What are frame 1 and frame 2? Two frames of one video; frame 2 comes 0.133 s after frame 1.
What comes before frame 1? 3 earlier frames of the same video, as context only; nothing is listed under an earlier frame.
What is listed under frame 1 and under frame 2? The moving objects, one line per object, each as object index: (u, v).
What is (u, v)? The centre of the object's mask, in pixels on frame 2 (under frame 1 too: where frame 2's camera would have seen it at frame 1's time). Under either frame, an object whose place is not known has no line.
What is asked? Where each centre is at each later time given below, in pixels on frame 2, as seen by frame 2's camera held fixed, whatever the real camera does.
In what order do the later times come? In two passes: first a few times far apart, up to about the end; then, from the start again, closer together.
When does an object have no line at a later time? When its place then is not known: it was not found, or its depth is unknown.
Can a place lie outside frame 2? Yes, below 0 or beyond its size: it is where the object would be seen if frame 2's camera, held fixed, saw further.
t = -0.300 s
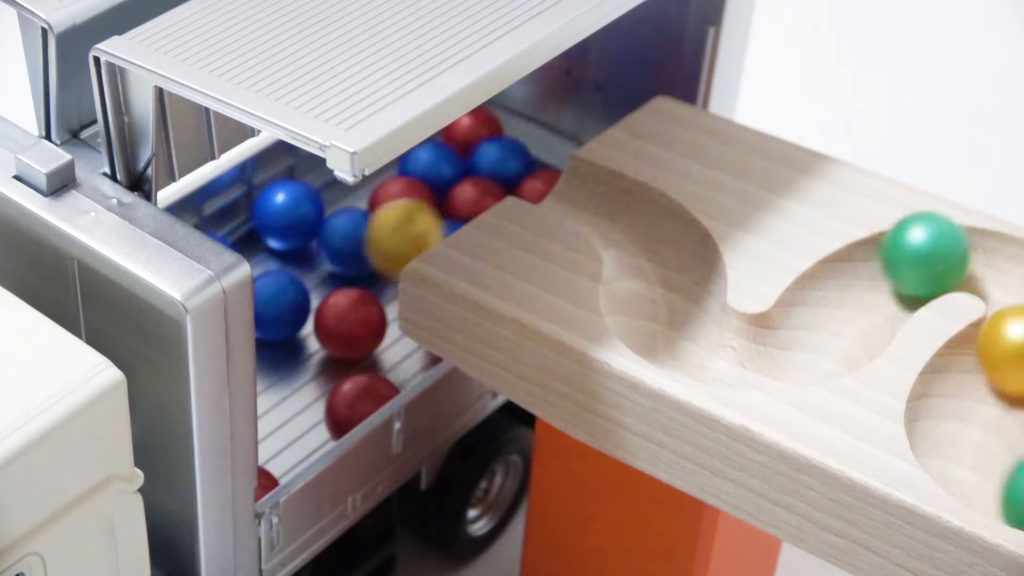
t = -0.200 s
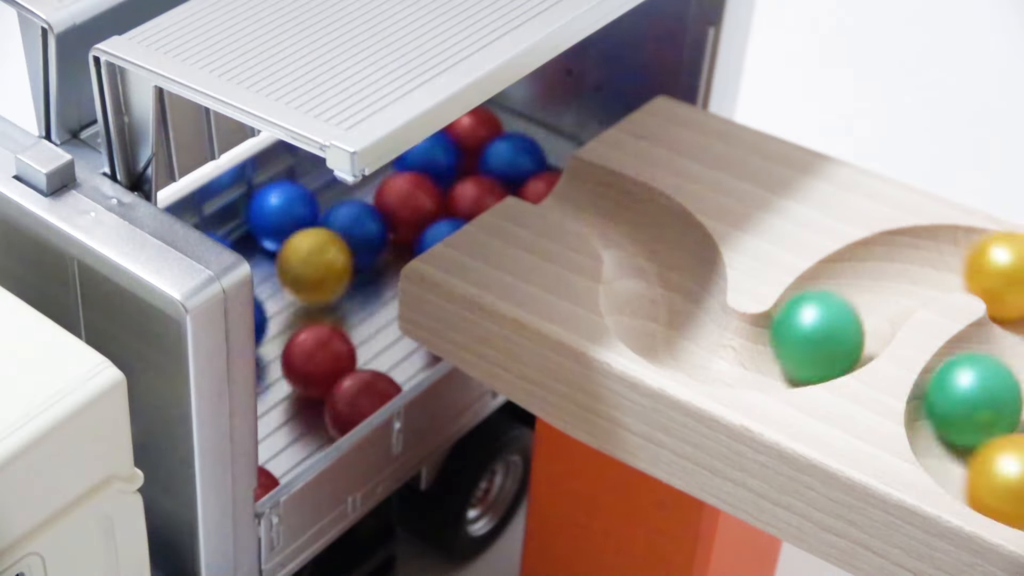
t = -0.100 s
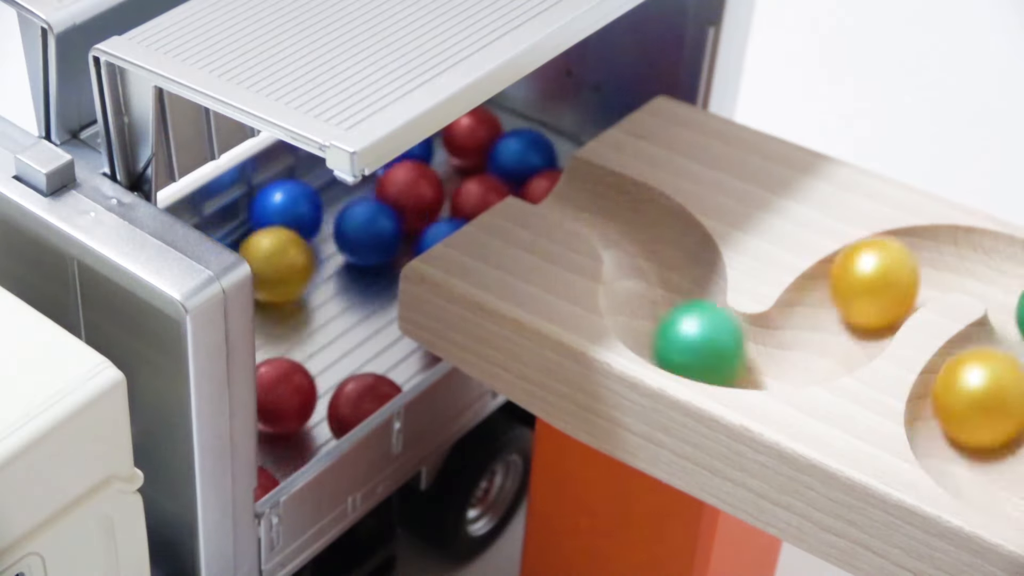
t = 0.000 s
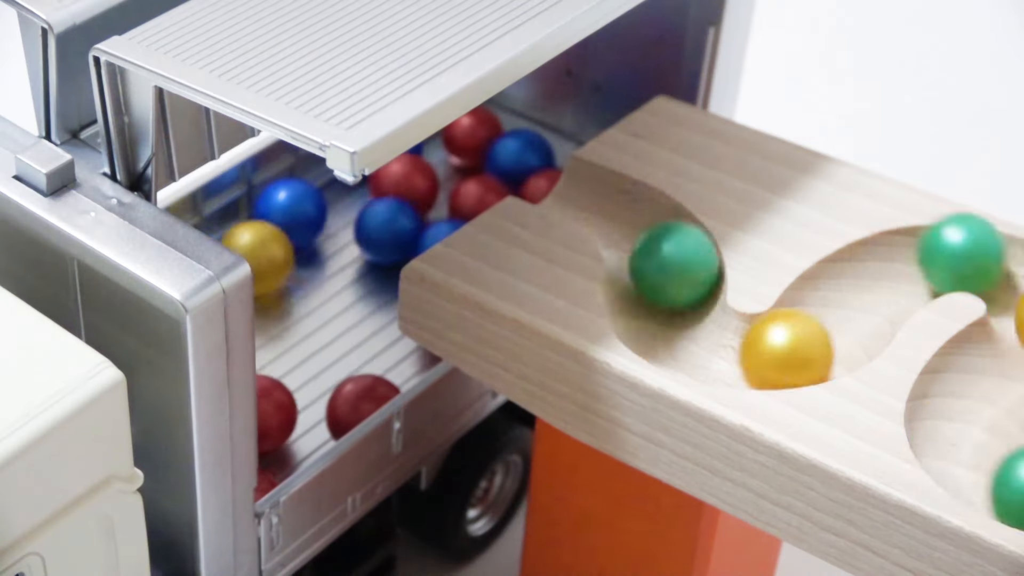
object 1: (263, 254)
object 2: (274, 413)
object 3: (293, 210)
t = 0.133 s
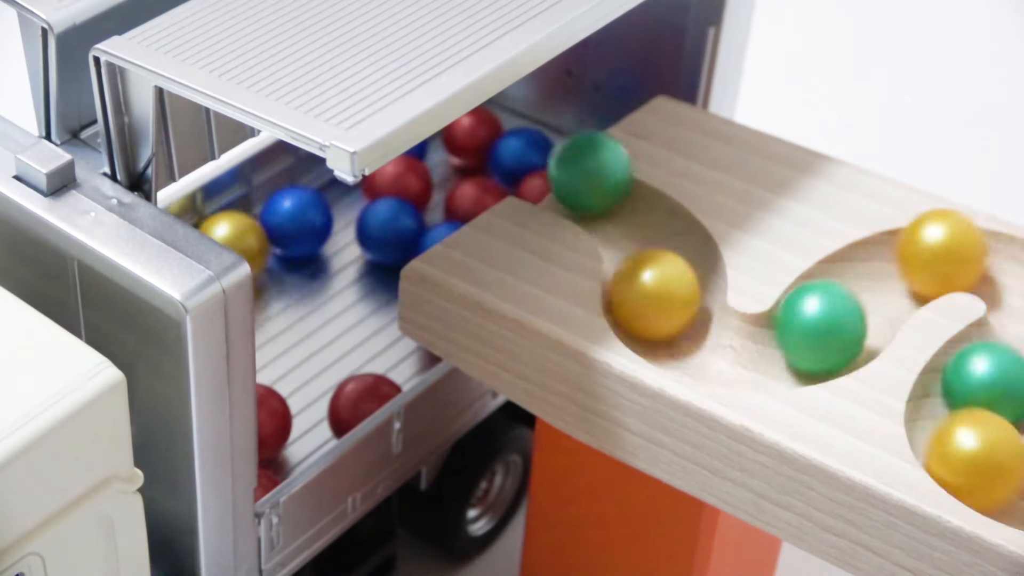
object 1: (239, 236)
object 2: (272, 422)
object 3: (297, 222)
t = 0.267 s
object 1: (241, 237)
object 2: (270, 420)
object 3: (298, 223)
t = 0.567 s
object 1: (251, 236)
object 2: (267, 416)
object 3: (306, 221)
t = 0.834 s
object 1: (267, 246)
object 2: (268, 417)
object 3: (310, 216)
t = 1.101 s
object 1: (275, 250)
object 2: (280, 426)
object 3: (305, 208)
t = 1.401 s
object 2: (287, 426)
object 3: (299, 204)
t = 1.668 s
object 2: (277, 438)
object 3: (299, 204)
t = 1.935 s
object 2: (275, 437)
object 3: (298, 206)
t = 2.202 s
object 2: (275, 437)
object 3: (294, 209)
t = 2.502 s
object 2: (277, 438)
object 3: (305, 200)
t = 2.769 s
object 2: (277, 445)
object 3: (323, 192)
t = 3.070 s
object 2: (277, 440)
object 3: (314, 187)
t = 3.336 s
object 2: (277, 442)
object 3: (309, 185)
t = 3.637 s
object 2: (279, 444)
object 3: (313, 191)
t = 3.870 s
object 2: (283, 447)
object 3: (310, 173)
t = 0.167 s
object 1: (238, 236)
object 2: (272, 422)
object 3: (297, 223)
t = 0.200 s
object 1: (238, 236)
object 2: (271, 422)
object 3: (297, 223)
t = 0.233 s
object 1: (239, 236)
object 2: (271, 421)
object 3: (297, 223)
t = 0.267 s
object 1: (241, 237)
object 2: (270, 420)
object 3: (298, 223)
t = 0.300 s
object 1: (242, 238)
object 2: (270, 420)
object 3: (298, 223)
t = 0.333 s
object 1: (243, 239)
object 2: (269, 419)
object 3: (299, 223)
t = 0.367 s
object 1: (245, 240)
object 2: (269, 419)
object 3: (300, 224)
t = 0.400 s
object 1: (246, 241)
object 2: (268, 418)
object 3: (301, 223)
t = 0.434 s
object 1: (248, 242)
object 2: (268, 418)
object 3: (302, 223)
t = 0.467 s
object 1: (250, 243)
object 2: (268, 417)
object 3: (303, 222)
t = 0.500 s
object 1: (251, 245)
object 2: (267, 416)
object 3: (304, 222)
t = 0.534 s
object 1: (251, 240)
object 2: (267, 415)
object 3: (305, 222)
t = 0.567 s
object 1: (251, 236)
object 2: (267, 416)
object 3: (306, 221)
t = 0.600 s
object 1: (253, 235)
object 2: (266, 416)
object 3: (307, 220)
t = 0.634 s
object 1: (257, 238)
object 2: (266, 416)
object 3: (308, 220)
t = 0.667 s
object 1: (259, 243)
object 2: (266, 416)
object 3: (309, 219)
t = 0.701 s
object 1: (261, 243)
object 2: (266, 416)
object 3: (309, 219)
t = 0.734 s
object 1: (262, 244)
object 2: (266, 417)
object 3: (310, 218)
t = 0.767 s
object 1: (264, 245)
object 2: (267, 417)
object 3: (310, 217)
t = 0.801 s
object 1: (265, 245)
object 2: (267, 417)
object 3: (310, 217)
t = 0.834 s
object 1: (267, 246)
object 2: (268, 417)
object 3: (310, 216)
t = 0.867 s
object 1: (268, 247)
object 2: (268, 417)
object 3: (310, 215)
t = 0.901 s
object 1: (269, 248)
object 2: (269, 418)
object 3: (310, 214)
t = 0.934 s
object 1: (270, 248)
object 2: (269, 419)
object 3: (309, 213)
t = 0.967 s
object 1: (272, 250)
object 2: (269, 419)
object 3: (309, 212)
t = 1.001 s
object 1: (273, 251)
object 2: (269, 419)
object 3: (308, 211)
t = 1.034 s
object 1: (274, 251)
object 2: (271, 425)
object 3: (308, 210)
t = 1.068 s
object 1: (274, 251)
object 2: (275, 427)
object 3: (307, 209)
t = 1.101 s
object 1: (275, 250)
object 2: (280, 426)
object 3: (305, 208)
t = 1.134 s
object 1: (275, 250)
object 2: (285, 425)
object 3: (303, 206)
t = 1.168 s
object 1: (276, 250)
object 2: (289, 424)
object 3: (301, 205)
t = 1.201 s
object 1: (276, 249)
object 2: (289, 424)
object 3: (299, 204)
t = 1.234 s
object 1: (276, 248)
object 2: (289, 425)
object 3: (297, 203)
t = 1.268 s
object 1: (275, 247)
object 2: (289, 425)
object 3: (297, 205)
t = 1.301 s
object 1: (275, 246)
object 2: (289, 425)
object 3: (296, 204)
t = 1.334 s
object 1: (275, 246)
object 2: (288, 426)
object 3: (297, 205)
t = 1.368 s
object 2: (288, 426)
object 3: (299, 206)
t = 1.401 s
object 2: (287, 426)
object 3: (299, 204)
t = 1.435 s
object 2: (286, 426)
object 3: (301, 207)
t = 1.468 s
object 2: (283, 427)
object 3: (297, 204)
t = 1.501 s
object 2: (282, 429)
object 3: (295, 201)
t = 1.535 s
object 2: (281, 431)
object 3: (295, 201)
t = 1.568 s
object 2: (279, 433)
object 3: (296, 203)
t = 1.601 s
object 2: (279, 435)
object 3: (296, 203)
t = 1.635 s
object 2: (278, 436)
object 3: (298, 204)
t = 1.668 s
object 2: (277, 438)
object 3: (299, 204)
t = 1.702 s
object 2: (276, 438)
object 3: (301, 205)
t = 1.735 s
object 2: (276, 438)
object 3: (302, 205)
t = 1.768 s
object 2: (276, 439)
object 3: (302, 205)
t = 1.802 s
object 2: (277, 439)
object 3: (295, 200)
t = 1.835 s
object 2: (277, 439)
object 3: (295, 199)
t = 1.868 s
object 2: (276, 439)
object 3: (297, 204)
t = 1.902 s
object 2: (276, 438)
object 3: (299, 205)
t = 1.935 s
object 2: (275, 437)
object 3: (298, 206)
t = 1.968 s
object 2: (275, 436)
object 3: (298, 207)
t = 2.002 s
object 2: (275, 437)
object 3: (298, 208)
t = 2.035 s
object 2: (275, 436)
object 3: (296, 208)
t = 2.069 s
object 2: (275, 436)
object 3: (296, 209)
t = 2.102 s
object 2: (275, 436)
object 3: (296, 210)
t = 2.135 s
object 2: (275, 436)
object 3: (297, 210)
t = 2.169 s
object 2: (275, 437)
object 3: (296, 210)
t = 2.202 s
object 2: (275, 437)
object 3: (294, 209)
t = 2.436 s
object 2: (276, 437)
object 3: (304, 204)
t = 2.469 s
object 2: (276, 438)
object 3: (306, 203)
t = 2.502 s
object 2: (277, 438)
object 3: (305, 200)
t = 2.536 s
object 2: (277, 439)
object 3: (303, 185)
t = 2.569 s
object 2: (277, 440)
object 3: (307, 183)
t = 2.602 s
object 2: (278, 442)
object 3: (309, 185)
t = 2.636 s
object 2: (278, 442)
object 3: (315, 189)
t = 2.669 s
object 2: (278, 443)
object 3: (320, 197)
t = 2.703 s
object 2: (277, 443)
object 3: (322, 199)
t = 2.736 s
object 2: (277, 444)
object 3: (321, 192)
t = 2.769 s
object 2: (277, 445)
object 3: (323, 192)
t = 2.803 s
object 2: (277, 444)
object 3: (324, 192)
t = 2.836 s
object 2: (277, 444)
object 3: (323, 193)
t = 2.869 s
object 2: (277, 443)
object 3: (322, 187)
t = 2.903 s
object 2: (277, 442)
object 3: (320, 187)
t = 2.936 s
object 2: (277, 442)
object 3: (318, 188)
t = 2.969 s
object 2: (277, 440)
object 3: (317, 187)
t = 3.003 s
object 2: (276, 440)
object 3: (316, 187)
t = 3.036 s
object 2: (277, 440)
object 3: (315, 187)
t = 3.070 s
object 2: (277, 440)
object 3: (314, 187)
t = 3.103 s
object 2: (277, 440)
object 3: (312, 186)
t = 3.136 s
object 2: (277, 440)
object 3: (311, 186)
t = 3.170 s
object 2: (277, 440)
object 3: (311, 186)
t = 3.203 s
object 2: (277, 440)
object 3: (310, 187)
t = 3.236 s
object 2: (276, 440)
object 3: (310, 187)
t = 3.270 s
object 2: (276, 440)
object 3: (310, 187)
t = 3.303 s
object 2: (277, 442)
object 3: (310, 185)
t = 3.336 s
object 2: (277, 442)
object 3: (309, 185)
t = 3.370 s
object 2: (277, 443)
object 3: (312, 188)
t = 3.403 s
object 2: (278, 443)
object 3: (317, 188)
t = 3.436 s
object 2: (278, 444)
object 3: (320, 191)
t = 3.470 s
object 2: (278, 445)
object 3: (320, 192)
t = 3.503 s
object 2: (278, 445)
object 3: (320, 193)
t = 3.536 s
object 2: (278, 444)
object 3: (319, 194)
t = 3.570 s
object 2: (278, 444)
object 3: (317, 194)
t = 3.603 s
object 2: (279, 444)
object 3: (317, 193)
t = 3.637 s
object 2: (279, 444)
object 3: (313, 191)
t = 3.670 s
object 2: (280, 445)
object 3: (310, 189)
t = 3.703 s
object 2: (281, 446)
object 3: (310, 186)
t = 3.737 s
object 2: (282, 446)
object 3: (311, 186)
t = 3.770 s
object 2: (283, 446)
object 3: (311, 186)
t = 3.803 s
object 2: (283, 447)
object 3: (311, 186)
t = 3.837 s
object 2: (283, 447)
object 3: (303, 183)
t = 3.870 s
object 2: (283, 447)
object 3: (310, 173)
